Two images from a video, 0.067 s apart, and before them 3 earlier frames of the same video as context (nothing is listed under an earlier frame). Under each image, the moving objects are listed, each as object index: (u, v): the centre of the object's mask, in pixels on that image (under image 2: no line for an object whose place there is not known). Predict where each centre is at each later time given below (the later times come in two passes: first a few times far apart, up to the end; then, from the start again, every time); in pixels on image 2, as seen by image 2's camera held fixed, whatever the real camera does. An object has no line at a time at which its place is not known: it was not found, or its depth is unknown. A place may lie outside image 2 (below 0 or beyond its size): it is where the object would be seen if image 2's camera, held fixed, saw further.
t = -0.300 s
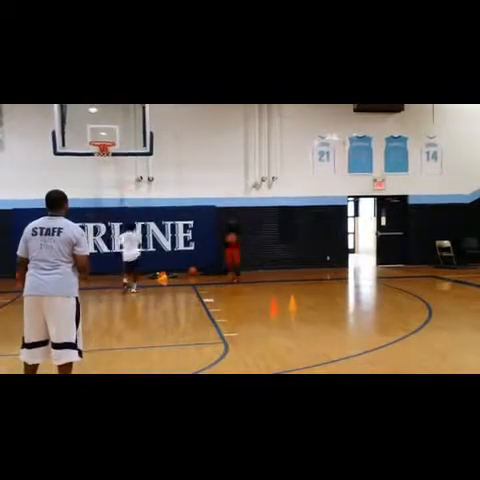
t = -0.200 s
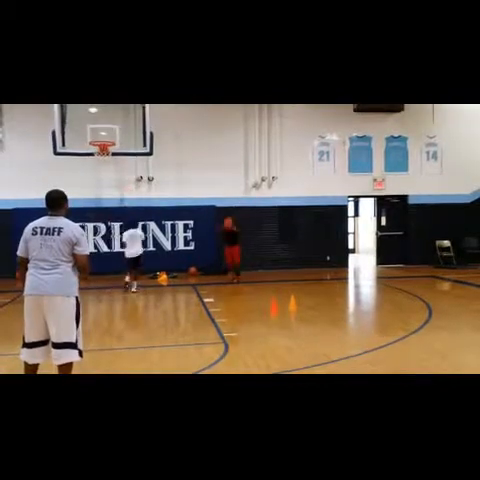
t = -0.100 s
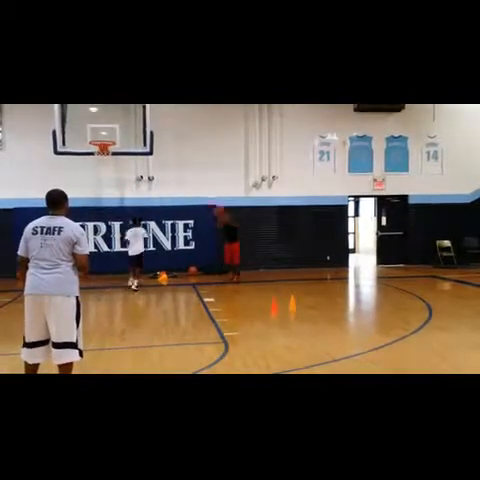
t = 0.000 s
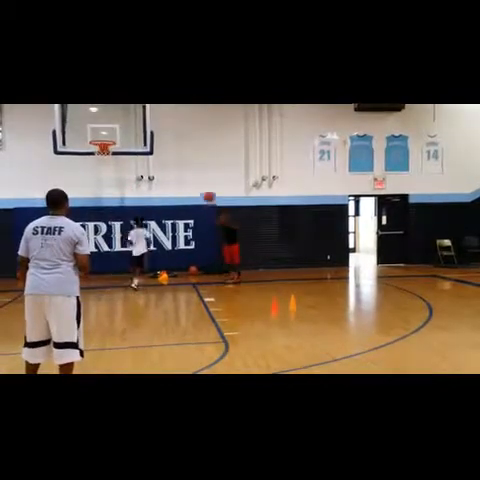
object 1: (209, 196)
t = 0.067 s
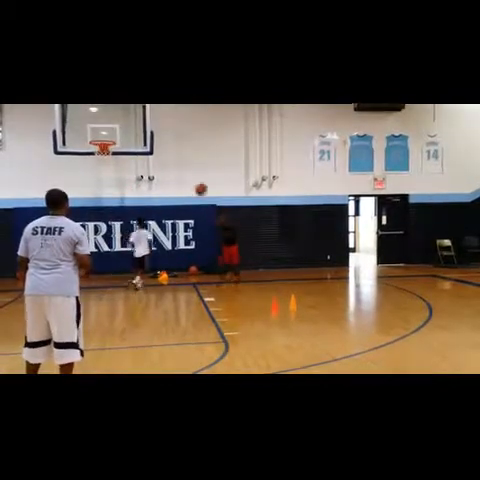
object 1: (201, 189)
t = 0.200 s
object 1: (182, 180)
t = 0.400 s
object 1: (144, 188)
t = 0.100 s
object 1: (197, 185)
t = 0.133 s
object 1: (192, 183)
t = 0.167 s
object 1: (187, 182)
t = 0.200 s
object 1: (182, 180)
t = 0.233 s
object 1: (177, 180)
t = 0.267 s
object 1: (171, 180)
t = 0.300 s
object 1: (166, 181)
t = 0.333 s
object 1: (158, 183)
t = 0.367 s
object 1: (152, 185)
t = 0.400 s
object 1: (144, 188)
